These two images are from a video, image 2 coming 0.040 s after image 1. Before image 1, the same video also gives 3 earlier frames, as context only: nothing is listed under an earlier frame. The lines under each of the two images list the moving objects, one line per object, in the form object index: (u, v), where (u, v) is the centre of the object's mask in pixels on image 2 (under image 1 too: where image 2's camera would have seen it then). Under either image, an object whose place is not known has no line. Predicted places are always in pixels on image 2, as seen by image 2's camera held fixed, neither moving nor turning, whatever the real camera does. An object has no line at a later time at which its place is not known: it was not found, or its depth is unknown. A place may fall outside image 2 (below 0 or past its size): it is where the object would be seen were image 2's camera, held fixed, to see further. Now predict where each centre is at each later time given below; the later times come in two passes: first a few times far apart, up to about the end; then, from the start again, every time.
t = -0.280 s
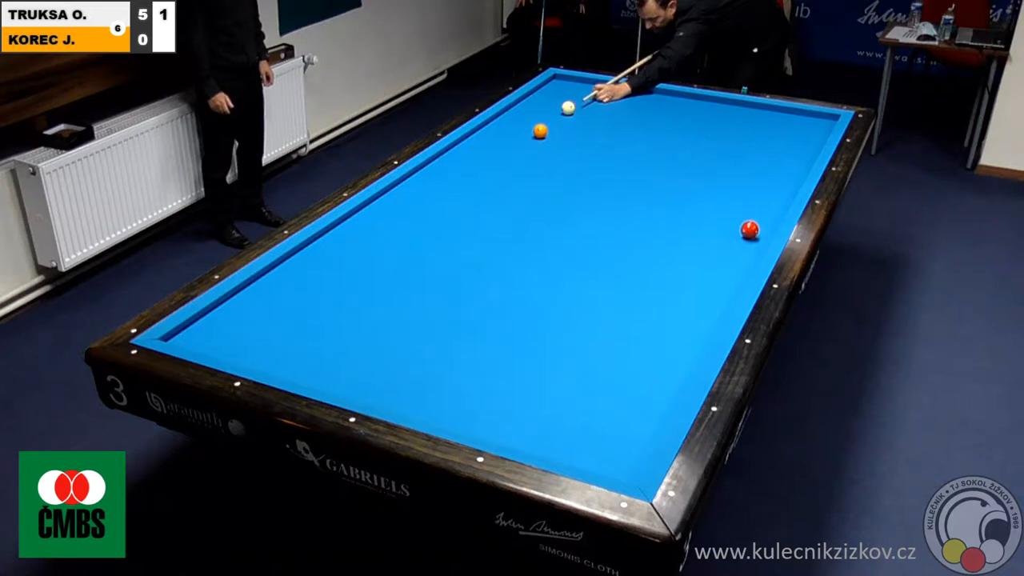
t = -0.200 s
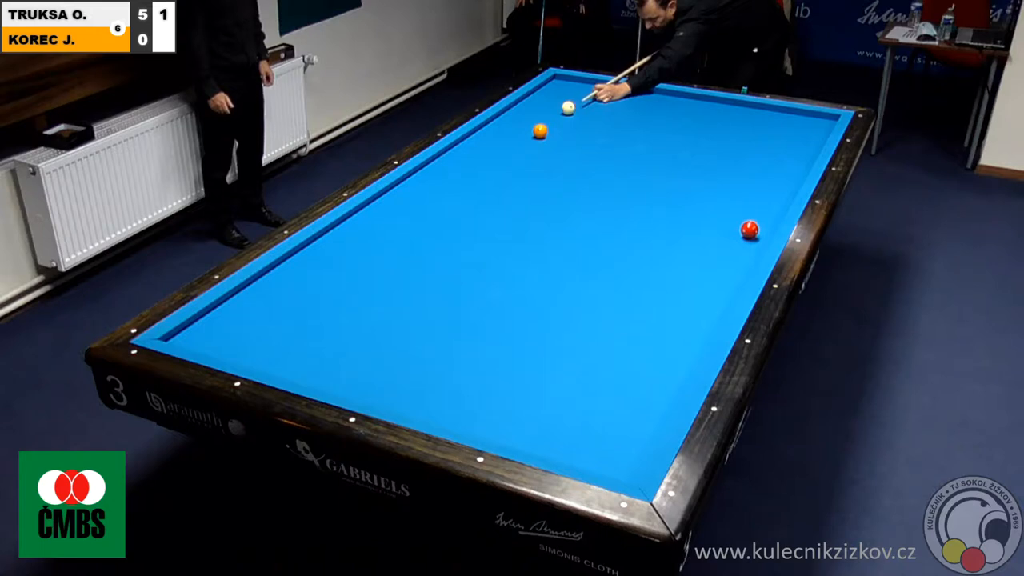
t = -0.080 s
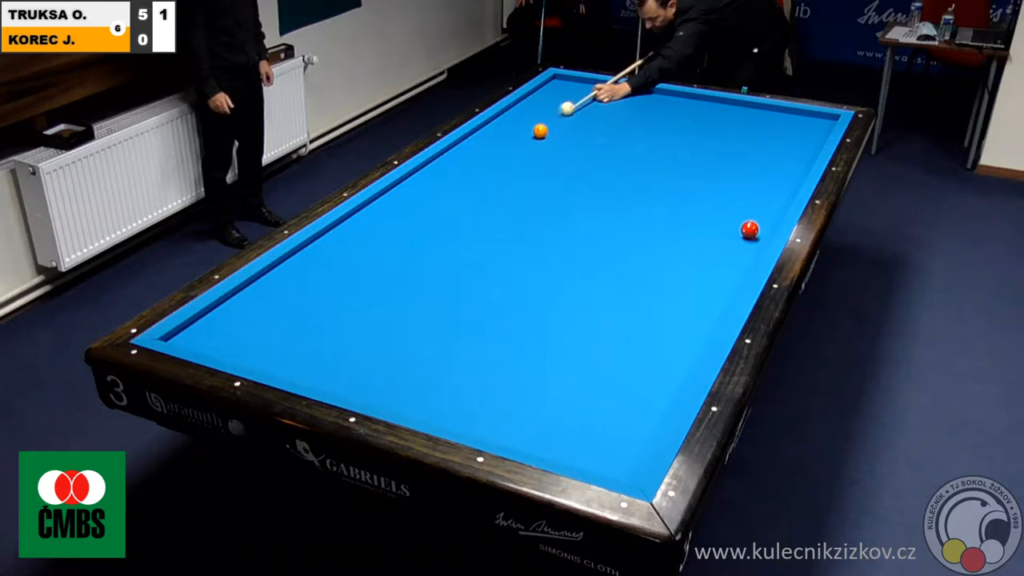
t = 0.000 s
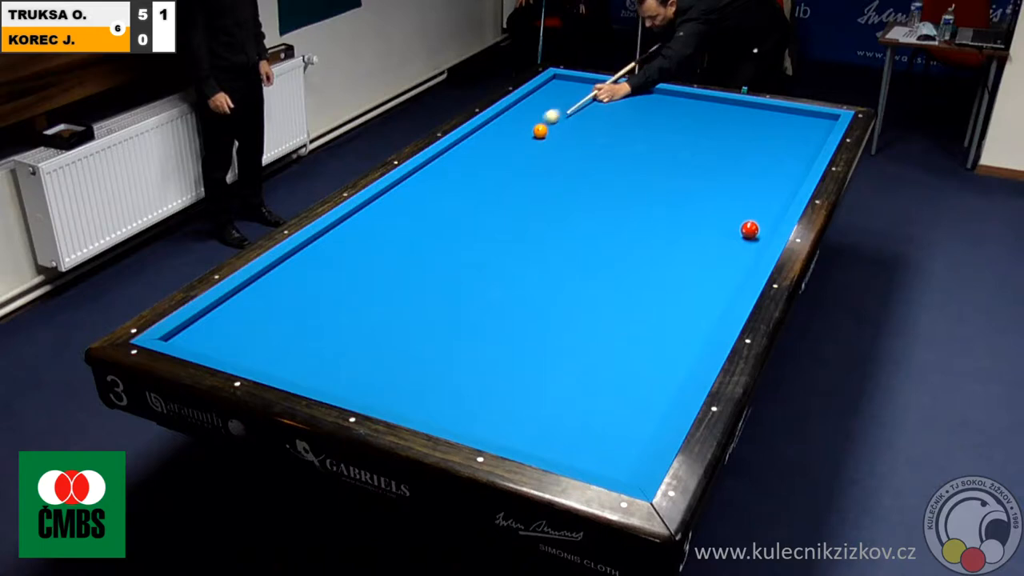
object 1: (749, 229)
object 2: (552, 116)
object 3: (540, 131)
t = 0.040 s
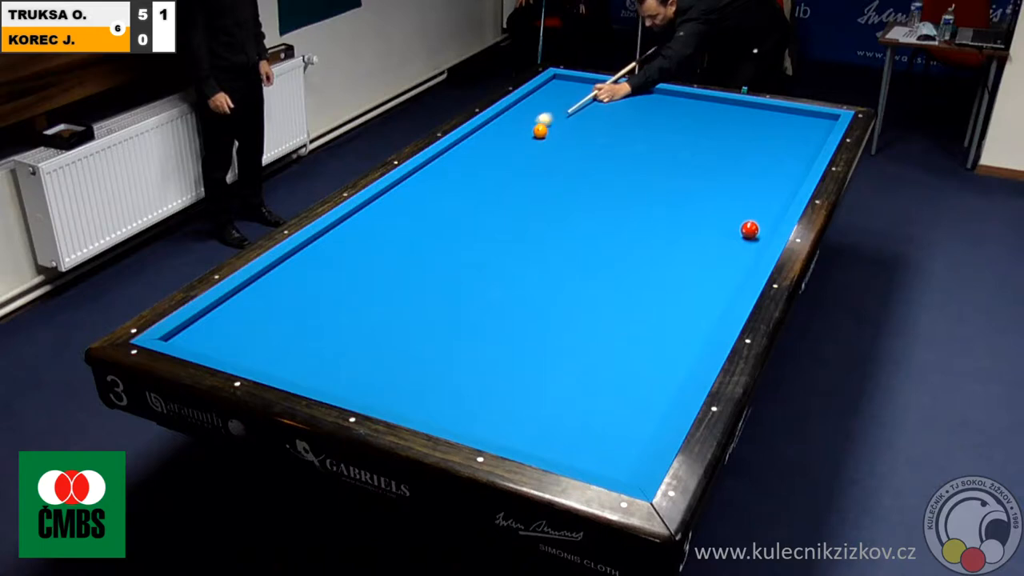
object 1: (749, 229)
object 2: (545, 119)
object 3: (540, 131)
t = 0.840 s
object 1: (749, 229)
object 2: (405, 191)
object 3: (564, 141)
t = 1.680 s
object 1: (749, 229)
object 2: (288, 321)
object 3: (589, 151)
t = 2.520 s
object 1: (750, 229)
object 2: (419, 317)
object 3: (610, 160)
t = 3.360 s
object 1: (749, 229)
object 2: (590, 274)
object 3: (626, 167)
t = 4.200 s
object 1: (750, 229)
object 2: (728, 238)
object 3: (637, 171)
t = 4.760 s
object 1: (776, 214)
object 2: (763, 235)
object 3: (641, 173)
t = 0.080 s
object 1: (749, 229)
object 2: (536, 122)
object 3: (540, 131)
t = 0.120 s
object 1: (749, 229)
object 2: (528, 127)
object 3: (540, 131)
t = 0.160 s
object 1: (749, 229)
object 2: (521, 130)
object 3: (542, 131)
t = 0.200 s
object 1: (749, 229)
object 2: (513, 133)
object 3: (543, 132)
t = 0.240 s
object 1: (749, 229)
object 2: (505, 136)
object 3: (545, 133)
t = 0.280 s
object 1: (749, 229)
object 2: (497, 139)
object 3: (546, 133)
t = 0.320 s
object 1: (749, 229)
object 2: (489, 141)
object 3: (547, 134)
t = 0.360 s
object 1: (749, 229)
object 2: (481, 144)
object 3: (549, 134)
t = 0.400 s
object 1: (749, 229)
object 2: (473, 148)
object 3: (550, 135)
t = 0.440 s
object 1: (749, 229)
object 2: (464, 150)
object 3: (551, 135)
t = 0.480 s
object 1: (749, 229)
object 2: (456, 154)
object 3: (553, 136)
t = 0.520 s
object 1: (749, 229)
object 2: (447, 157)
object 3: (554, 137)
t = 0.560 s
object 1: (749, 229)
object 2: (438, 160)
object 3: (555, 137)
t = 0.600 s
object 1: (749, 229)
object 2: (430, 163)
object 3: (557, 137)
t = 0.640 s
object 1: (749, 229)
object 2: (426, 168)
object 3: (558, 138)
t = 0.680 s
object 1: (749, 229)
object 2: (422, 173)
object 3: (559, 139)
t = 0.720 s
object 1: (749, 229)
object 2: (418, 177)
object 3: (560, 139)
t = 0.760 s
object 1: (749, 229)
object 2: (414, 182)
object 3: (562, 140)
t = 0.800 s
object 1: (749, 229)
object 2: (410, 187)
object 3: (563, 140)
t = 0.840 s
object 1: (749, 229)
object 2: (405, 191)
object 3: (564, 141)
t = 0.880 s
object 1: (749, 229)
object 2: (400, 197)
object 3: (565, 141)
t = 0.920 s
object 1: (749, 229)
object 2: (396, 201)
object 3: (567, 142)
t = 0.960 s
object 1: (749, 229)
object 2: (391, 207)
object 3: (568, 142)
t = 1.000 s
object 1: (749, 229)
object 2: (387, 212)
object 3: (569, 143)
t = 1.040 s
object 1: (749, 229)
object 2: (382, 217)
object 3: (570, 144)
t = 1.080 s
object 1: (749, 229)
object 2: (377, 222)
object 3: (572, 144)
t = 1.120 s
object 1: (749, 229)
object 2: (372, 228)
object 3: (573, 145)
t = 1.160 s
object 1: (749, 229)
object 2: (367, 234)
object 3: (574, 145)
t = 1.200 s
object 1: (749, 229)
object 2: (362, 239)
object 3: (575, 146)
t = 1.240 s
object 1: (749, 229)
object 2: (356, 245)
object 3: (576, 146)
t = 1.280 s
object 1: (749, 229)
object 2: (351, 251)
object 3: (578, 147)
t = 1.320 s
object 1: (749, 229)
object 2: (346, 258)
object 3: (579, 147)
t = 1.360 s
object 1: (749, 229)
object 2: (340, 264)
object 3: (580, 147)
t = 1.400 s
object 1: (749, 229)
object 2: (334, 270)
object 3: (581, 148)
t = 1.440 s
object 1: (749, 229)
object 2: (328, 277)
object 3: (582, 148)
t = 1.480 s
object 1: (749, 229)
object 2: (322, 284)
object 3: (583, 149)
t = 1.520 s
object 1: (749, 229)
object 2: (315, 291)
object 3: (585, 149)
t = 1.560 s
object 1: (749, 229)
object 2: (309, 298)
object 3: (586, 150)
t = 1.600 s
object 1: (749, 229)
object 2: (302, 306)
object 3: (587, 150)
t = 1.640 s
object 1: (749, 229)
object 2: (295, 314)
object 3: (588, 151)
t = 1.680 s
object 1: (749, 229)
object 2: (288, 321)
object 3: (589, 151)
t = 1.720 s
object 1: (749, 229)
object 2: (281, 329)
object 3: (590, 152)
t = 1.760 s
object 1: (749, 229)
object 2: (274, 337)
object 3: (591, 152)
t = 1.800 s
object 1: (749, 229)
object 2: (266, 346)
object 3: (592, 153)
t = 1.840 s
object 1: (749, 229)
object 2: (259, 354)
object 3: (593, 153)
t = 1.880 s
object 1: (749, 229)
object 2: (254, 360)
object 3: (595, 154)
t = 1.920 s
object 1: (749, 229)
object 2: (265, 359)
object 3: (596, 154)
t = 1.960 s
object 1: (749, 229)
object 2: (278, 354)
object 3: (597, 154)
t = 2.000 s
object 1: (749, 229)
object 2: (290, 351)
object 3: (598, 155)
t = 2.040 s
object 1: (750, 229)
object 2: (302, 348)
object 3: (599, 155)
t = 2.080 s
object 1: (749, 229)
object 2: (312, 345)
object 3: (600, 156)
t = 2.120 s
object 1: (750, 229)
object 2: (322, 342)
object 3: (601, 156)
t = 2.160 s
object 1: (750, 229)
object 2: (333, 339)
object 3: (601, 157)
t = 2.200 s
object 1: (750, 229)
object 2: (342, 337)
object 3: (603, 157)
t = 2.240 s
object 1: (750, 229)
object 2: (353, 335)
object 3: (603, 157)
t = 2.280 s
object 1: (750, 229)
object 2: (363, 332)
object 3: (604, 158)
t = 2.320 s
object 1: (750, 229)
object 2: (372, 330)
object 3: (605, 158)
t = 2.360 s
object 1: (750, 229)
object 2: (382, 327)
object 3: (606, 159)
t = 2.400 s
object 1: (749, 229)
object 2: (391, 325)
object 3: (607, 159)
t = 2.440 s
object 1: (749, 229)
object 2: (401, 322)
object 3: (608, 159)
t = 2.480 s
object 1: (749, 229)
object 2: (410, 320)
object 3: (609, 160)
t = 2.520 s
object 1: (750, 229)
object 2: (419, 317)
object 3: (610, 160)
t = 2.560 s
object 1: (750, 229)
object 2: (428, 315)
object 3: (611, 160)
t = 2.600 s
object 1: (750, 229)
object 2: (437, 313)
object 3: (612, 161)
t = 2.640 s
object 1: (750, 229)
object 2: (446, 311)
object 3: (612, 161)
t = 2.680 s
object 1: (749, 229)
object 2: (454, 308)
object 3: (613, 161)
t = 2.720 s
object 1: (749, 229)
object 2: (463, 306)
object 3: (614, 162)
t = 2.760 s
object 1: (749, 229)
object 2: (472, 304)
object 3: (615, 162)
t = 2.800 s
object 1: (749, 229)
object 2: (480, 302)
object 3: (616, 162)
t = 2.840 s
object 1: (749, 229)
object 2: (488, 300)
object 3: (617, 163)
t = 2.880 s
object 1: (750, 229)
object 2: (497, 298)
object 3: (617, 163)
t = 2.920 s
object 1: (750, 229)
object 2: (505, 296)
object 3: (618, 164)
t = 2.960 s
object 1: (750, 229)
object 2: (513, 294)
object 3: (619, 164)
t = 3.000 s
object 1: (750, 229)
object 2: (521, 291)
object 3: (620, 164)
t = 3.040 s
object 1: (750, 229)
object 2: (529, 289)
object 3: (621, 165)
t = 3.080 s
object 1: (750, 229)
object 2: (537, 287)
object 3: (621, 165)
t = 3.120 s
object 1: (749, 229)
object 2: (545, 285)
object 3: (622, 165)
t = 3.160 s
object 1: (749, 229)
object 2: (553, 284)
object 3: (623, 165)
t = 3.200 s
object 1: (749, 229)
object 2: (560, 281)
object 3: (624, 166)
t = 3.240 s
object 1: (749, 229)
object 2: (567, 279)
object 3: (624, 166)
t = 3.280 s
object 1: (749, 229)
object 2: (575, 278)
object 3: (625, 166)
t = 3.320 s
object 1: (749, 229)
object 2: (582, 276)
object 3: (625, 166)
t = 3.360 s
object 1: (749, 229)
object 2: (590, 274)
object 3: (626, 167)
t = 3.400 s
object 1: (749, 229)
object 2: (597, 272)
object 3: (627, 167)
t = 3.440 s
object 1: (749, 229)
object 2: (604, 270)
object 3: (627, 167)
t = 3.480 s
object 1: (749, 229)
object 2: (611, 268)
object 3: (628, 167)
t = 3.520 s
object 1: (749, 229)
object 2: (618, 266)
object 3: (629, 168)
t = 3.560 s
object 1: (749, 229)
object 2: (625, 264)
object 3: (629, 168)
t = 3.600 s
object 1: (749, 229)
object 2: (632, 263)
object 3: (630, 168)
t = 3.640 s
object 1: (749, 229)
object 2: (639, 261)
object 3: (631, 169)
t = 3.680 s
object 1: (749, 229)
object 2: (645, 259)
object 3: (631, 169)
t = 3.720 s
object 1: (749, 229)
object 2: (652, 258)
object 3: (632, 169)
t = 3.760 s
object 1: (749, 229)
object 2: (658, 256)
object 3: (632, 169)
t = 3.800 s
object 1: (749, 229)
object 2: (665, 254)
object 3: (633, 169)
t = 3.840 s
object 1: (749, 229)
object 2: (672, 253)
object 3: (633, 169)
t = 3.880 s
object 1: (749, 229)
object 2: (678, 251)
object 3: (634, 170)
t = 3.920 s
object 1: (749, 229)
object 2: (684, 249)
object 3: (634, 170)
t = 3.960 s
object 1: (750, 229)
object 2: (691, 248)
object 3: (635, 170)
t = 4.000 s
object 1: (750, 229)
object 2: (697, 246)
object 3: (635, 170)
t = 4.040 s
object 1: (749, 229)
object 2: (703, 245)
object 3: (635, 170)
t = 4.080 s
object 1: (750, 229)
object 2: (709, 243)
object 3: (636, 170)
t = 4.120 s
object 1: (750, 229)
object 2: (716, 241)
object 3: (636, 171)
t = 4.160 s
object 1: (749, 229)
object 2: (721, 240)
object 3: (637, 171)
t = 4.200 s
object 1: (750, 229)
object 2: (728, 238)
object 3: (637, 171)
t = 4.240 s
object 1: (750, 229)
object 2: (733, 237)
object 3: (638, 171)
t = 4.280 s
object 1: (751, 228)
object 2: (739, 235)
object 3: (638, 171)
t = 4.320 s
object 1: (754, 227)
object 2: (742, 236)
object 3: (638, 171)
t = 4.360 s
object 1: (757, 225)
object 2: (744, 236)
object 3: (639, 171)
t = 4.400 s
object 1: (759, 224)
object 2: (747, 236)
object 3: (639, 172)
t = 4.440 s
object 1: (761, 223)
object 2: (749, 236)
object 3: (639, 172)
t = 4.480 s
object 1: (764, 222)
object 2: (752, 236)
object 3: (640, 172)
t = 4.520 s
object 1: (766, 221)
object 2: (755, 236)
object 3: (640, 172)
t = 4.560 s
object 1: (768, 220)
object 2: (758, 236)
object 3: (640, 172)
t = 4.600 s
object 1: (771, 219)
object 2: (760, 237)
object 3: (640, 172)
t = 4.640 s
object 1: (773, 217)
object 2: (762, 236)
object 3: (641, 173)
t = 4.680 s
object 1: (775, 216)
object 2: (764, 236)
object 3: (641, 173)
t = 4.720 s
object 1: (776, 215)
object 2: (764, 236)
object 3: (641, 173)
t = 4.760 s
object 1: (776, 214)
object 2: (763, 235)
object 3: (641, 173)
